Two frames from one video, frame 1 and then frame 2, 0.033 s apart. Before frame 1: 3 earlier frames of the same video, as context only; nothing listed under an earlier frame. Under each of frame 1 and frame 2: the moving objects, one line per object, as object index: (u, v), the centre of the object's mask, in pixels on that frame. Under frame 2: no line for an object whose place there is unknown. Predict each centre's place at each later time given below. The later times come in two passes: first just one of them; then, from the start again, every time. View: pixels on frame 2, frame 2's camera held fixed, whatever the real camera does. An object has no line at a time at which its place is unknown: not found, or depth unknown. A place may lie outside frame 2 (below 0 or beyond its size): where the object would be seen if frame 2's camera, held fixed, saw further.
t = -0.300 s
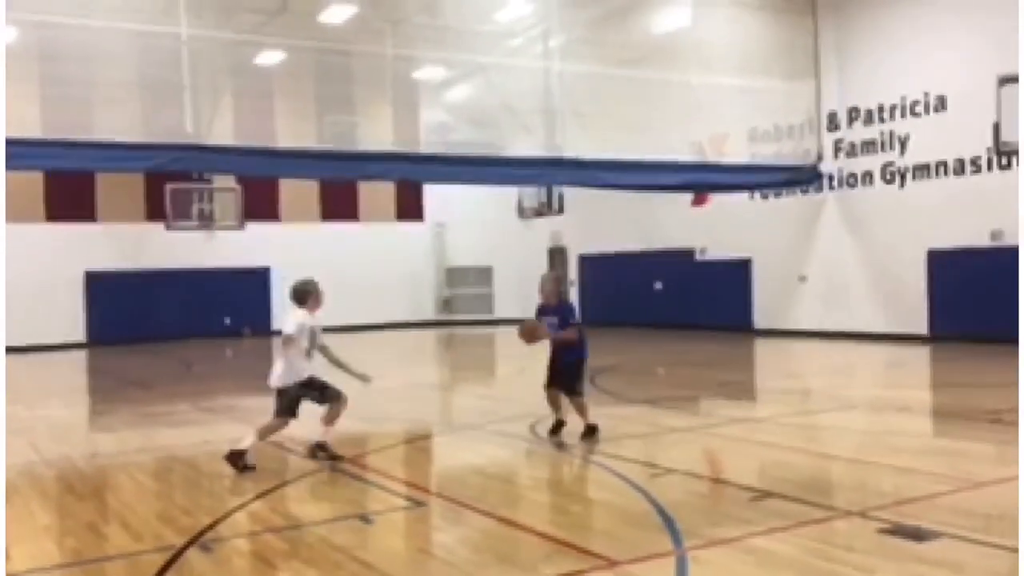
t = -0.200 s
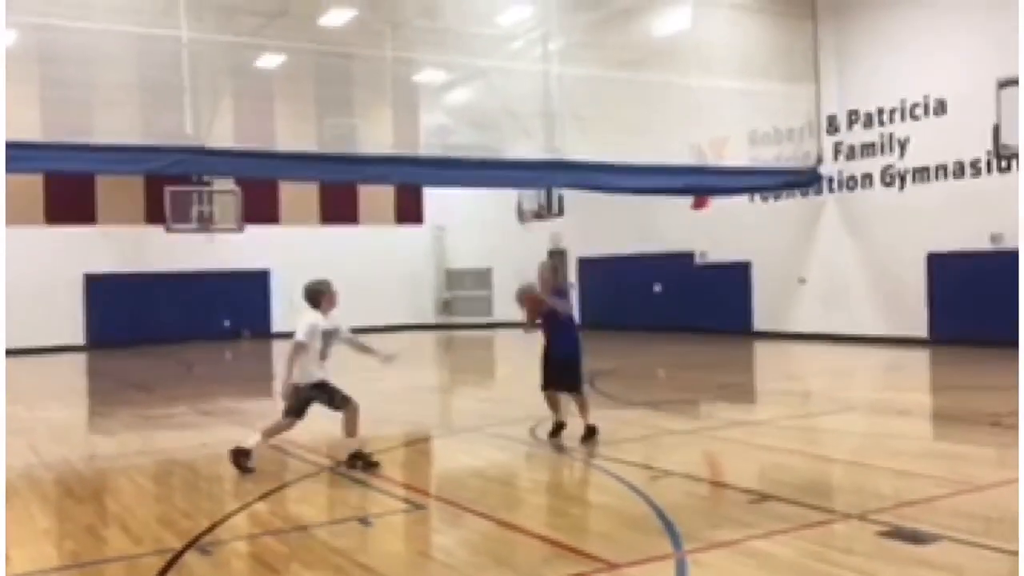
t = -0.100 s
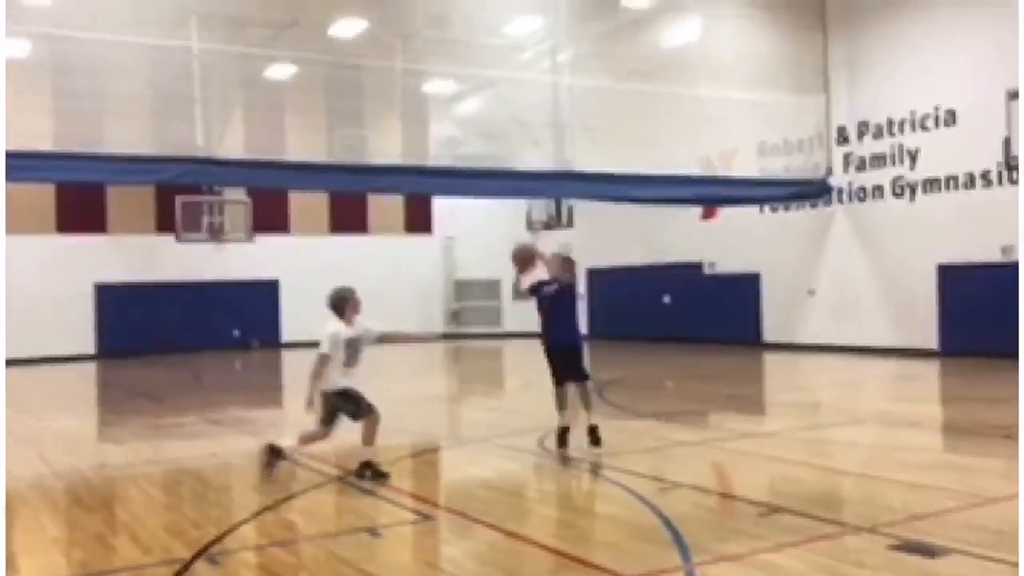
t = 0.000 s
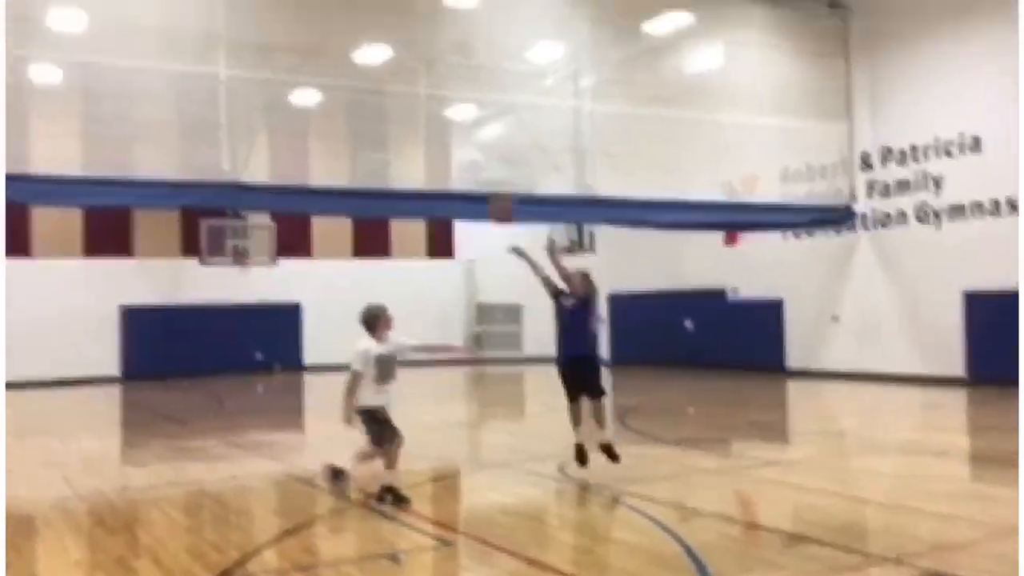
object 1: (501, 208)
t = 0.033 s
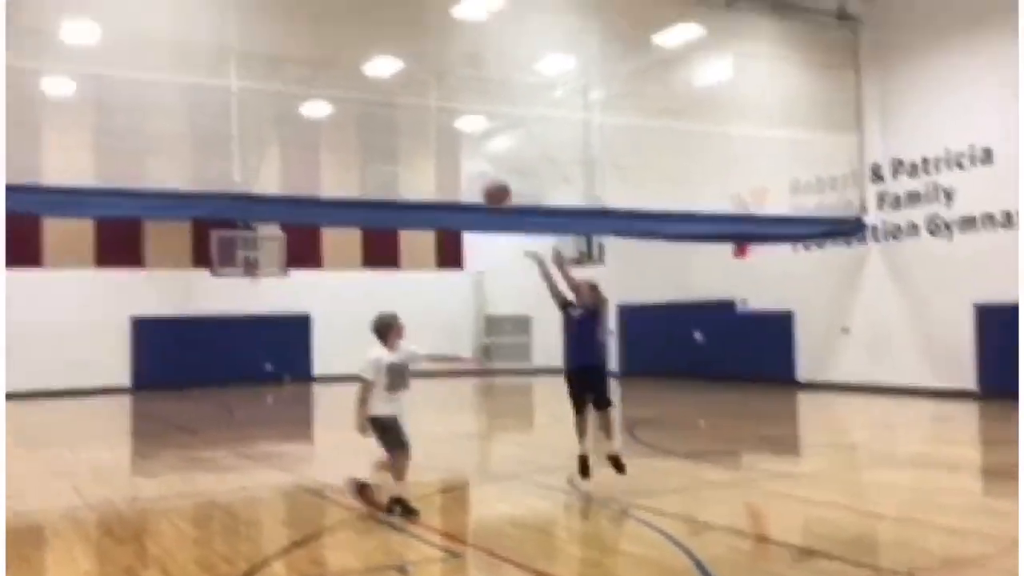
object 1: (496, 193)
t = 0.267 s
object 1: (380, 54)
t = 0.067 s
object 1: (480, 171)
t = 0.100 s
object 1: (463, 149)
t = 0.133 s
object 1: (446, 128)
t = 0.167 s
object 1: (430, 108)
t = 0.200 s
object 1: (414, 90)
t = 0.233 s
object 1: (397, 71)
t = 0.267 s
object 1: (380, 54)
